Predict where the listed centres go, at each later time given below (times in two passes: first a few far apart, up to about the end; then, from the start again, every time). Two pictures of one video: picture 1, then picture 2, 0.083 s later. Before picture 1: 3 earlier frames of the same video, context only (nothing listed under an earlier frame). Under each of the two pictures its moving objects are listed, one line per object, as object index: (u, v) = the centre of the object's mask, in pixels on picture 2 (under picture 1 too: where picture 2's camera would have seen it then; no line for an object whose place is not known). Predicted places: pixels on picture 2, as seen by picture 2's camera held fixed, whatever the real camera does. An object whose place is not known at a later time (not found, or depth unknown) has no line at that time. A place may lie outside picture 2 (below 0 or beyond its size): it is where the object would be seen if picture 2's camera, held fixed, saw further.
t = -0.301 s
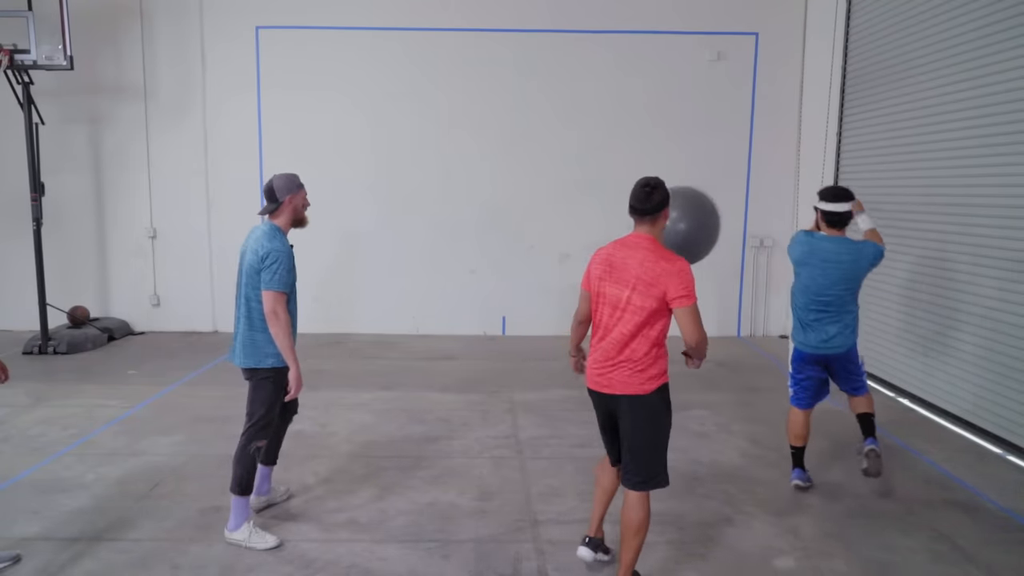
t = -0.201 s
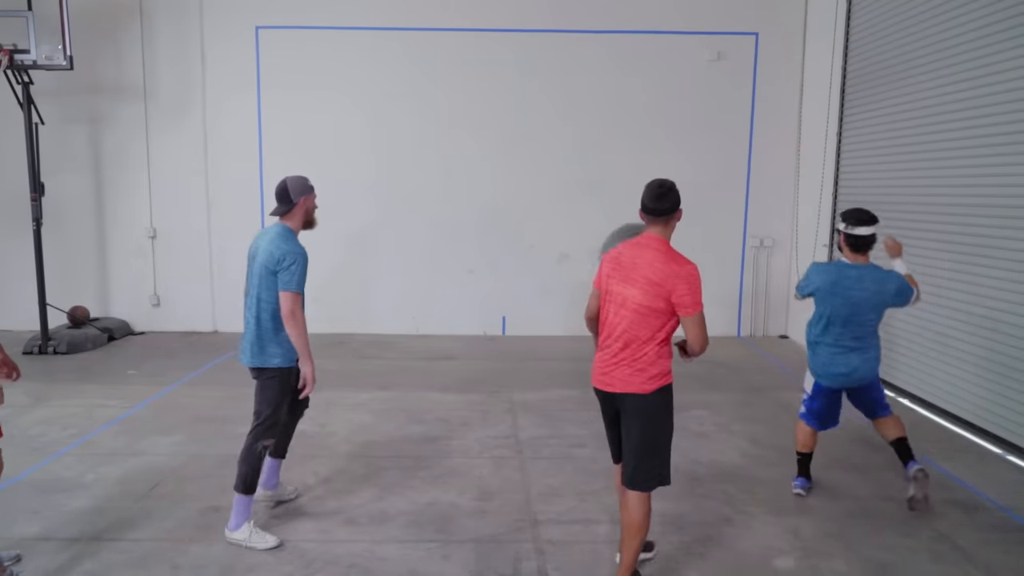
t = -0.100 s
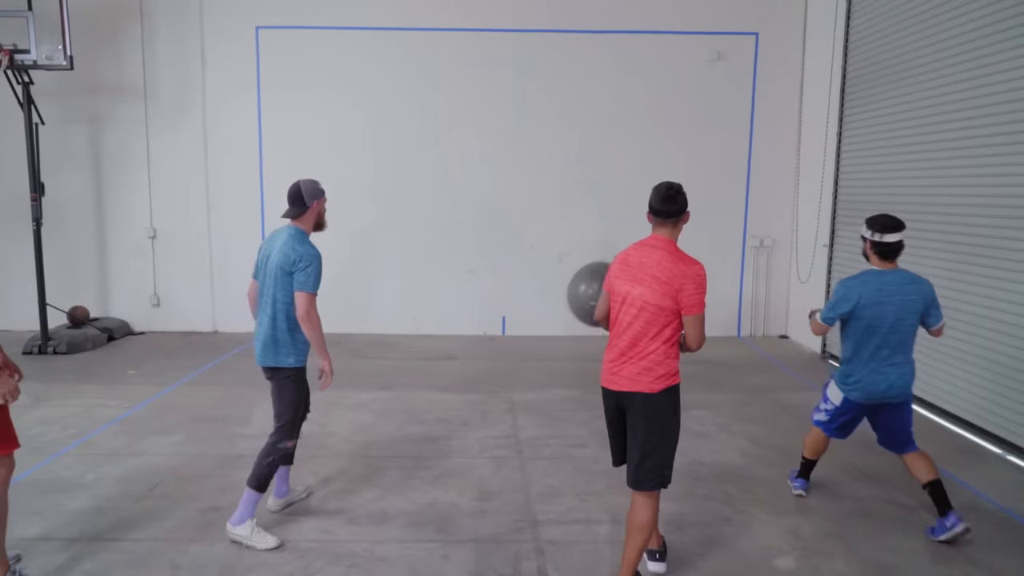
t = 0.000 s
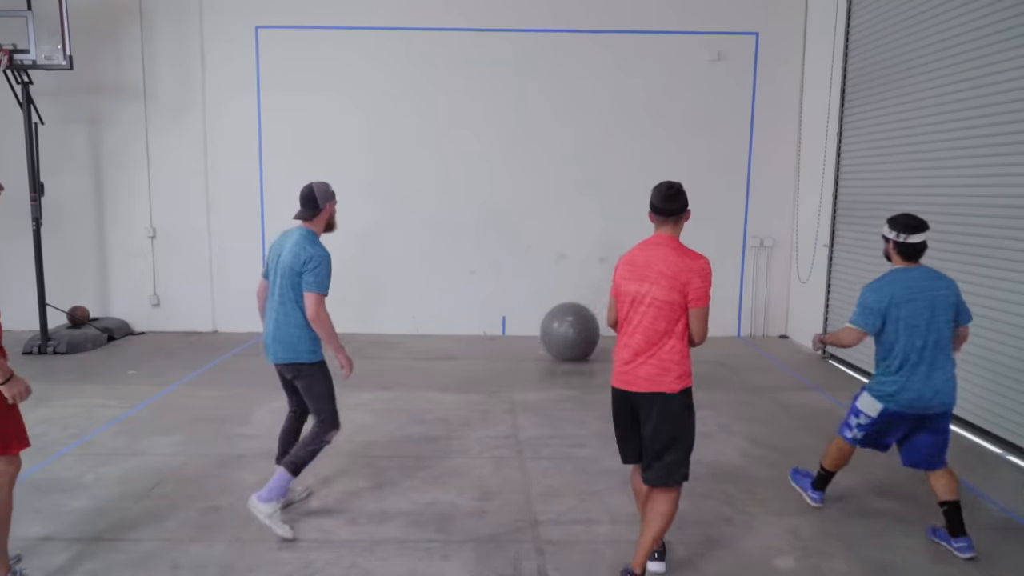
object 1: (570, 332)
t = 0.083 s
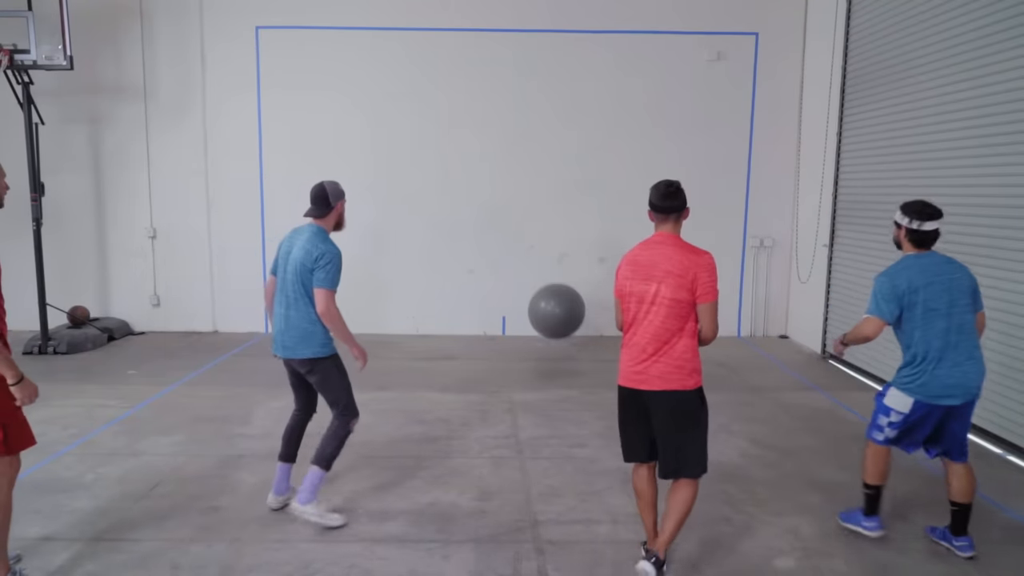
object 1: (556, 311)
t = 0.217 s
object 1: (537, 258)
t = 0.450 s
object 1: (517, 206)
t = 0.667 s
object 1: (494, 189)
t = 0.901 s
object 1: (460, 220)
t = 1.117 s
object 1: (418, 313)
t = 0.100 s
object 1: (554, 303)
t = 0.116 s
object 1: (551, 296)
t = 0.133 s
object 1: (549, 289)
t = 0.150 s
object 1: (546, 282)
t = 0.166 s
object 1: (543, 275)
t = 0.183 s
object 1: (541, 270)
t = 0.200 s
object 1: (539, 264)
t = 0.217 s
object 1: (537, 258)
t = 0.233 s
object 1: (536, 254)
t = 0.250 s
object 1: (535, 249)
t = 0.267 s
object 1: (533, 245)
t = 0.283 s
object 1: (532, 241)
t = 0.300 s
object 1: (531, 236)
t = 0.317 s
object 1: (529, 233)
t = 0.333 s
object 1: (528, 229)
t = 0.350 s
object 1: (527, 225)
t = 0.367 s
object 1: (525, 221)
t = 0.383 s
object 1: (524, 218)
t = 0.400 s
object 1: (522, 215)
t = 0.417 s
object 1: (521, 212)
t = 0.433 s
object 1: (519, 209)
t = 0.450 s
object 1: (517, 206)
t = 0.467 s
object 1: (516, 203)
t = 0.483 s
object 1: (514, 201)
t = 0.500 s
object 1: (512, 199)
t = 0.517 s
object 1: (510, 197)
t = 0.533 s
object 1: (509, 195)
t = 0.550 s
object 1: (507, 193)
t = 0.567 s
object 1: (505, 192)
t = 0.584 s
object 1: (503, 191)
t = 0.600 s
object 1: (501, 190)
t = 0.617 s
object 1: (500, 189)
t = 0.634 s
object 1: (498, 189)
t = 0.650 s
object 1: (496, 189)
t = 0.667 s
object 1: (494, 189)
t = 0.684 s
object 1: (491, 189)
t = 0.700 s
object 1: (489, 190)
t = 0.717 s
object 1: (487, 190)
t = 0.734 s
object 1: (485, 192)
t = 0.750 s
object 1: (483, 193)
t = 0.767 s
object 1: (480, 195)
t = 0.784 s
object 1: (478, 197)
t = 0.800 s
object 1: (476, 199)
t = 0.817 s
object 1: (473, 202)
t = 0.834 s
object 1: (471, 205)
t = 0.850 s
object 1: (468, 209)
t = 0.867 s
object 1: (466, 212)
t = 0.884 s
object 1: (463, 216)
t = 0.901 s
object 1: (460, 220)
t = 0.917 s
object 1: (457, 225)
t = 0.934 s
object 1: (454, 230)
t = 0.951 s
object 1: (452, 236)
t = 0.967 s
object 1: (449, 242)
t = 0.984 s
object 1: (446, 248)
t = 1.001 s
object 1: (442, 254)
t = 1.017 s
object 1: (439, 261)
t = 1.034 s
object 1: (436, 269)
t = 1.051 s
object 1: (432, 277)
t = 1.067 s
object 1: (429, 285)
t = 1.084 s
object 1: (425, 294)
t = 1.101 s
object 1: (422, 304)
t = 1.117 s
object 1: (418, 313)
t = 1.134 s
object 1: (414, 324)
